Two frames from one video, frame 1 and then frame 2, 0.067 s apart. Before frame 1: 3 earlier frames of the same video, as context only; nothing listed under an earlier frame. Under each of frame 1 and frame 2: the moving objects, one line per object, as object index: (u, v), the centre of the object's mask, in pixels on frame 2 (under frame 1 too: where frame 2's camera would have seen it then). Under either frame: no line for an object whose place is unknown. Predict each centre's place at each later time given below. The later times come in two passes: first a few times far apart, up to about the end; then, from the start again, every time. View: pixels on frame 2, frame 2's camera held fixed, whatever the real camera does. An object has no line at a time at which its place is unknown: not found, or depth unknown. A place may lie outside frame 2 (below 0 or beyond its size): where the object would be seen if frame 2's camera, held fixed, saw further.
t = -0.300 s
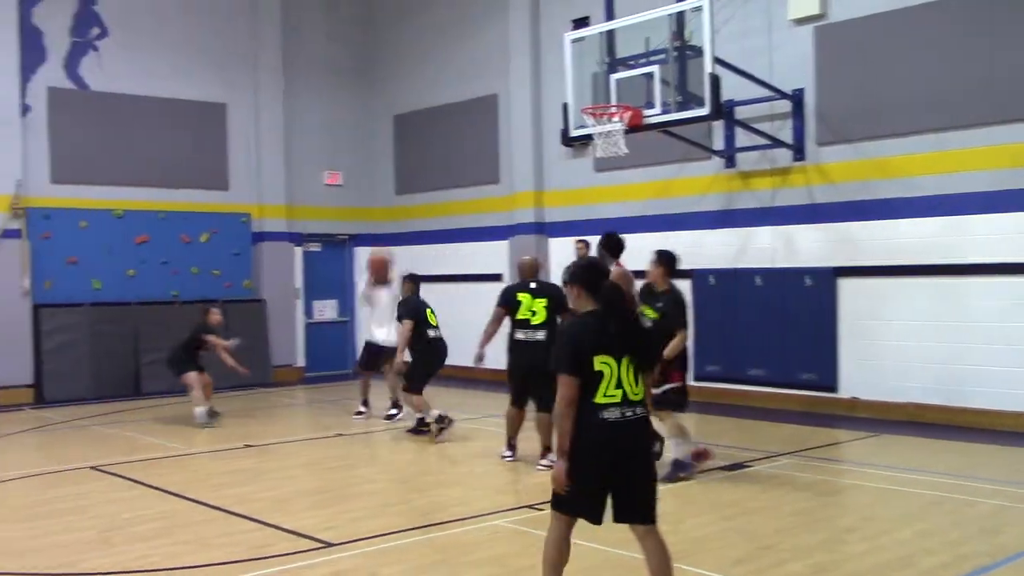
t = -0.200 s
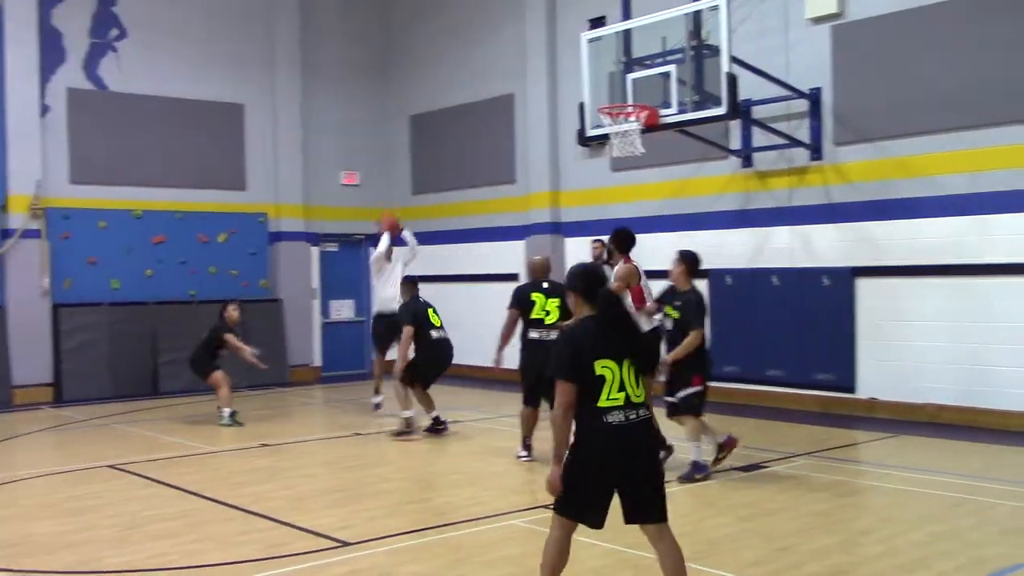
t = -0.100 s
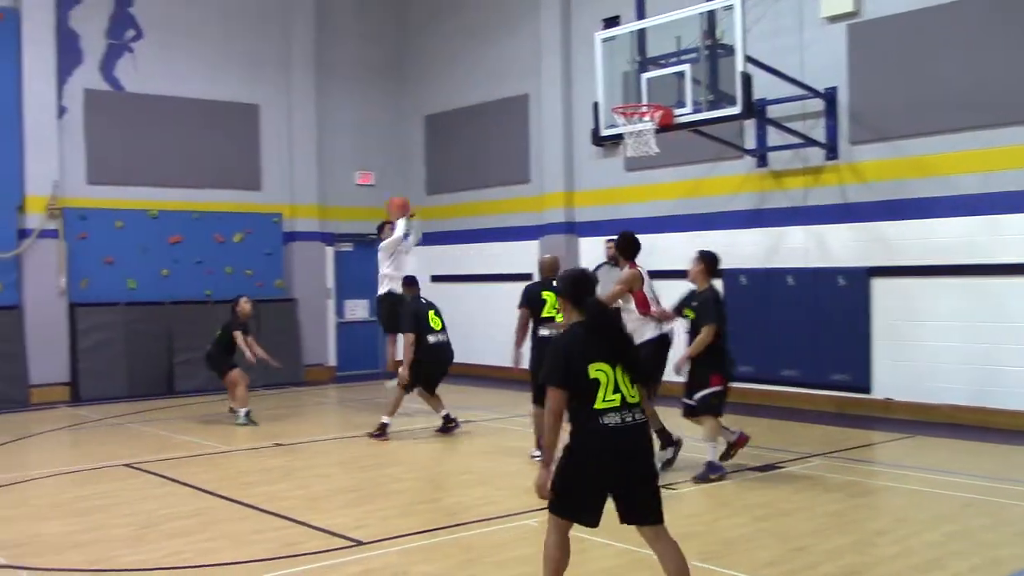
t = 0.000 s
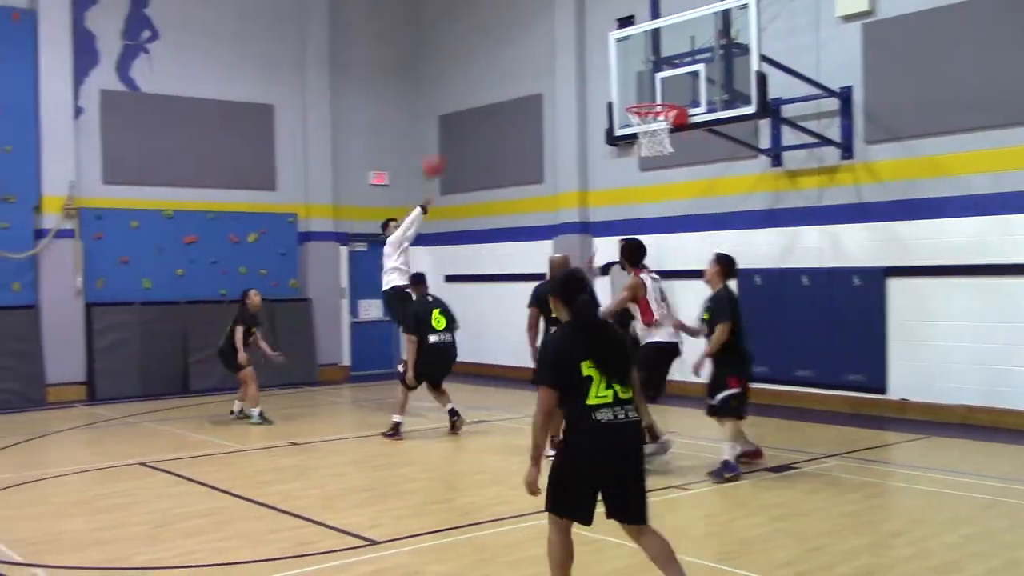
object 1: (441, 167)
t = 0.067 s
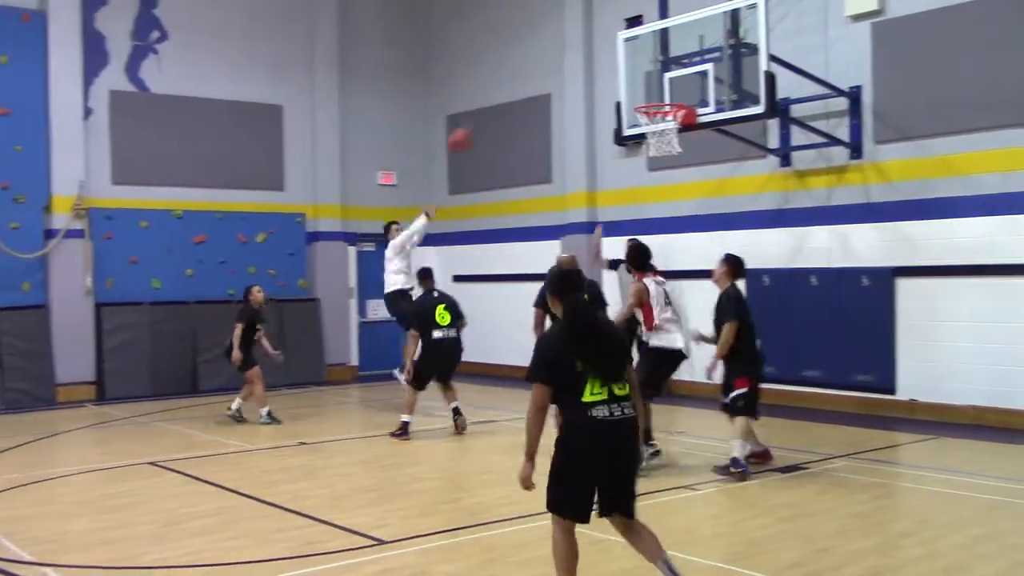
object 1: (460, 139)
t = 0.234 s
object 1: (510, 88)
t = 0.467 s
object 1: (583, 58)
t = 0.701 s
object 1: (626, 73)
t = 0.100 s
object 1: (470, 125)
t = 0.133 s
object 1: (480, 114)
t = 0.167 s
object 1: (488, 107)
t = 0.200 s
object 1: (500, 97)
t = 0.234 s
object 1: (510, 88)
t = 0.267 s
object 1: (521, 81)
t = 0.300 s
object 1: (530, 74)
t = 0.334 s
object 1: (540, 69)
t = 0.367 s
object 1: (552, 64)
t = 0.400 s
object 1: (561, 61)
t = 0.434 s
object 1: (571, 58)
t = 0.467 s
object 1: (583, 58)
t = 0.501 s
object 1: (594, 56)
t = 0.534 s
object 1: (605, 57)
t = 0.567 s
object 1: (616, 59)
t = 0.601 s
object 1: (621, 61)
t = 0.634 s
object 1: (623, 64)
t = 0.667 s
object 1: (624, 68)
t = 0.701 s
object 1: (626, 73)
